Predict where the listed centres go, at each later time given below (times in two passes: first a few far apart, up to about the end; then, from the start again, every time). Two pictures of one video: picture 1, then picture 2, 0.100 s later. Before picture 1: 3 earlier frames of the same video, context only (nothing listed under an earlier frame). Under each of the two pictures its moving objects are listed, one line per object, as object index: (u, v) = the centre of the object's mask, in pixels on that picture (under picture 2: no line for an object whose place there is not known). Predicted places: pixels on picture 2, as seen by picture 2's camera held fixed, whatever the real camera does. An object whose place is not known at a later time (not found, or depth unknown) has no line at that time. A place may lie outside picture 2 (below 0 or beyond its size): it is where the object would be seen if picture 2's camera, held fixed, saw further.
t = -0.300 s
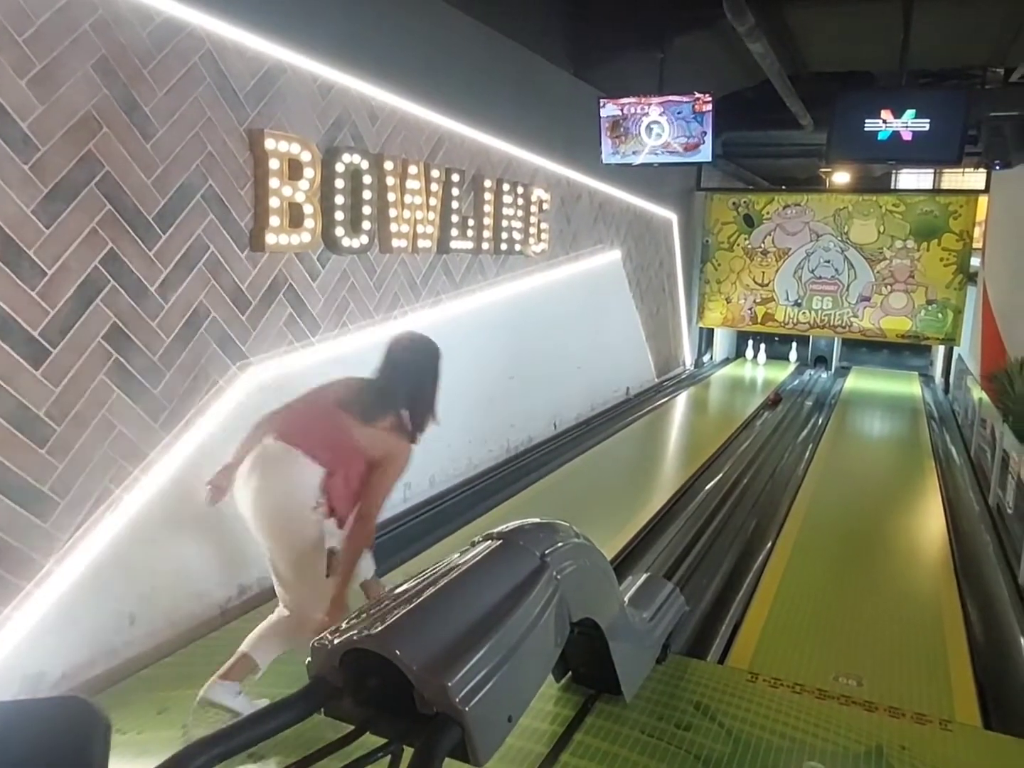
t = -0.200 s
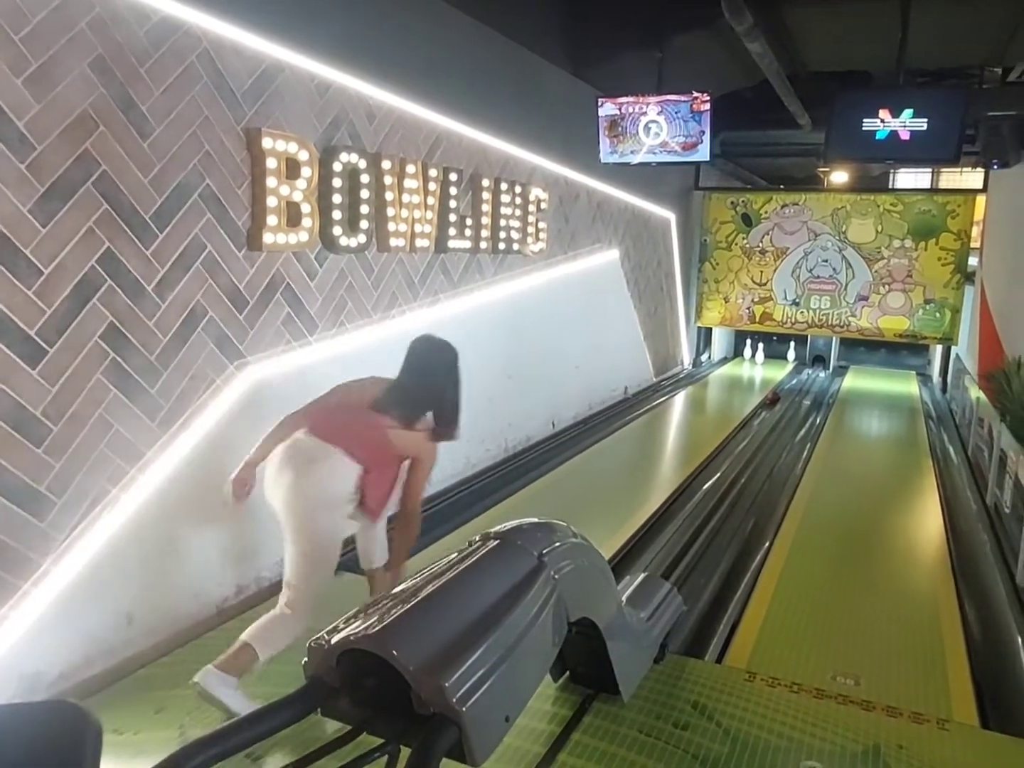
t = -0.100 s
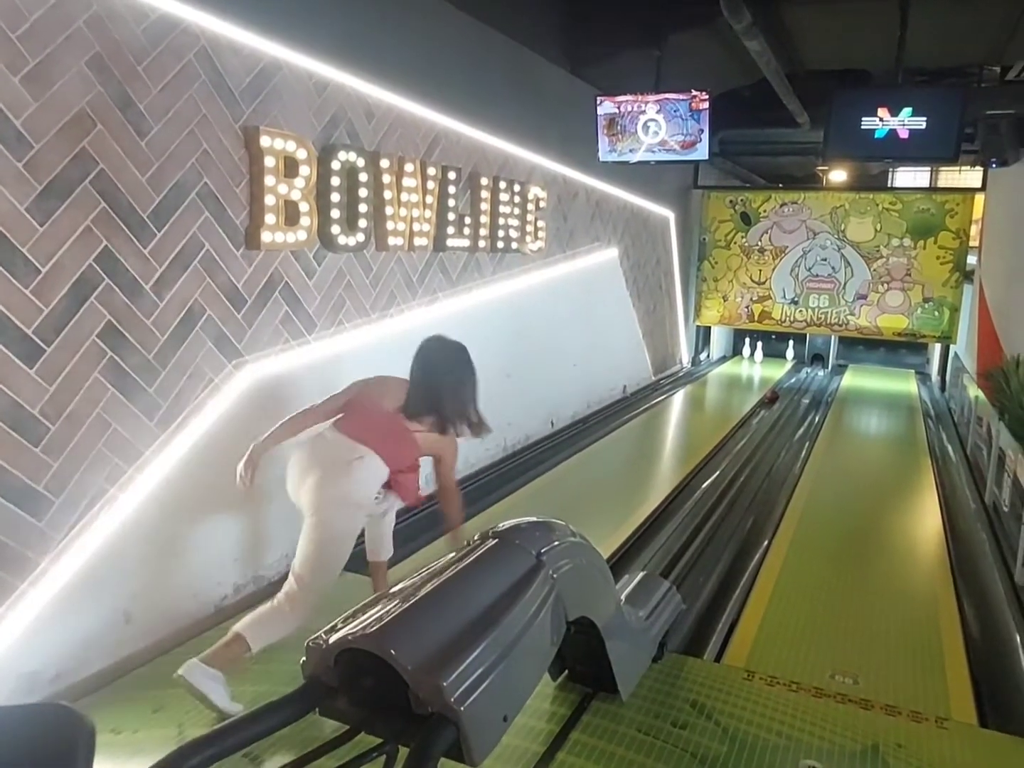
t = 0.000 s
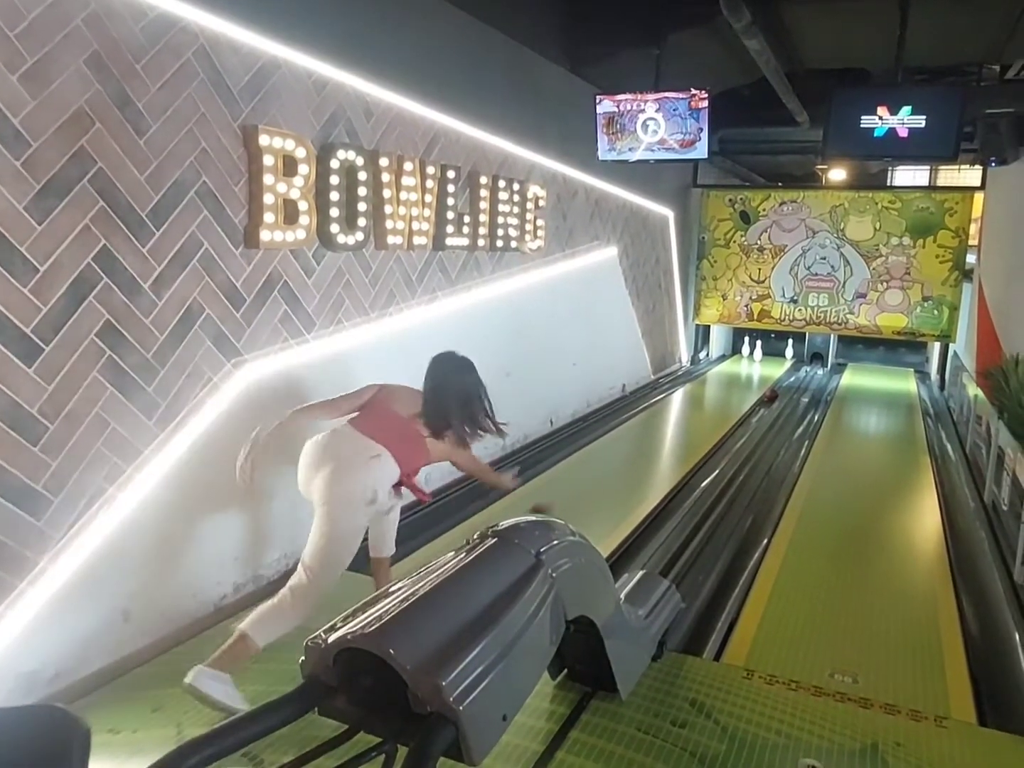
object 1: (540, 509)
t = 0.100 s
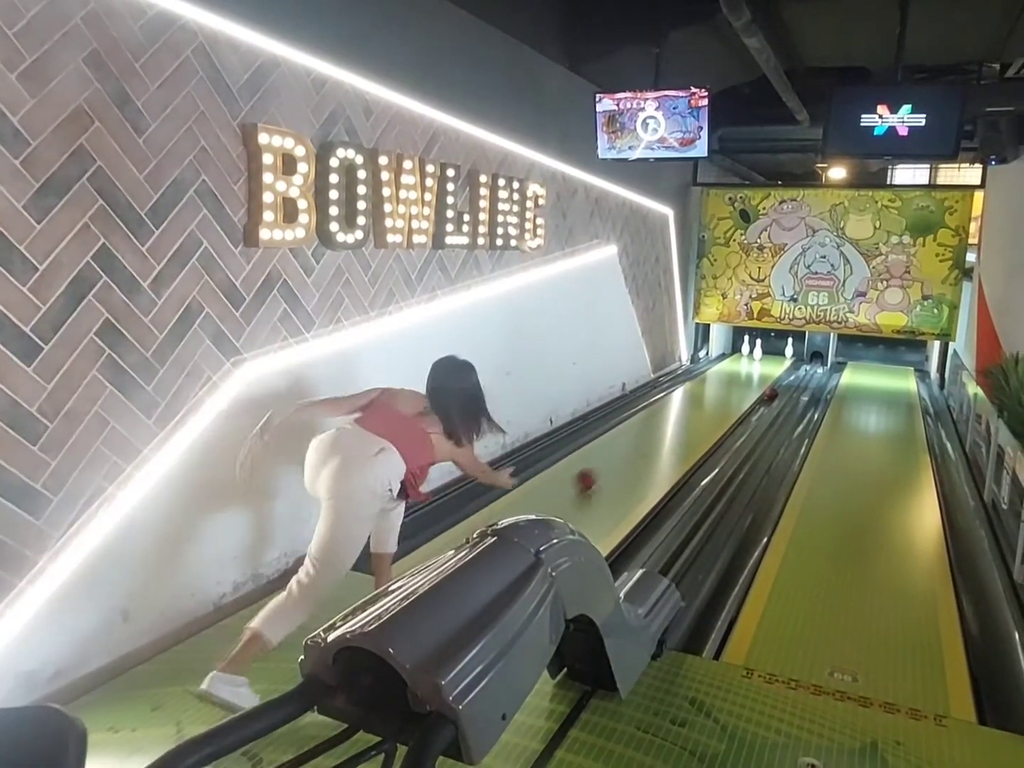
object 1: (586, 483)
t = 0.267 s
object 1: (639, 441)
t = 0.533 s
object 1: (692, 401)
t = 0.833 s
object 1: (727, 374)
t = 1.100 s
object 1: (746, 360)
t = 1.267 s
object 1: (745, 352)
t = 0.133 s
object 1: (599, 472)
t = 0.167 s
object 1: (610, 464)
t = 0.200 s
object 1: (620, 456)
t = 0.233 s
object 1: (630, 448)
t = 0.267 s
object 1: (639, 441)
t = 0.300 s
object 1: (647, 435)
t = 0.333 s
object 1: (655, 429)
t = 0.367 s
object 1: (662, 423)
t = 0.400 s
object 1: (668, 419)
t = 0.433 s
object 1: (675, 413)
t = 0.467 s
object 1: (681, 409)
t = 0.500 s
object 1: (687, 404)
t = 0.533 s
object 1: (692, 401)
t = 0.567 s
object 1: (696, 397)
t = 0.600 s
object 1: (701, 393)
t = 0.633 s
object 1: (705, 390)
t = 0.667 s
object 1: (710, 387)
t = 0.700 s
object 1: (713, 384)
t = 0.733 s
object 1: (717, 381)
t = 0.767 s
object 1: (721, 379)
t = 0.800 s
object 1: (724, 376)
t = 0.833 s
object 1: (727, 374)
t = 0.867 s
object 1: (730, 371)
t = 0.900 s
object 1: (733, 369)
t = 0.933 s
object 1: (736, 367)
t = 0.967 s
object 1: (738, 365)
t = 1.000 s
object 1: (741, 363)
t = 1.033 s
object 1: (743, 362)
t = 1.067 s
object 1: (746, 361)
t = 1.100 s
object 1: (746, 360)
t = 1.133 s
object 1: (750, 357)
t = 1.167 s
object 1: (750, 355)
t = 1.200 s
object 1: (747, 354)
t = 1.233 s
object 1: (745, 352)
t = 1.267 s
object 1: (745, 352)
